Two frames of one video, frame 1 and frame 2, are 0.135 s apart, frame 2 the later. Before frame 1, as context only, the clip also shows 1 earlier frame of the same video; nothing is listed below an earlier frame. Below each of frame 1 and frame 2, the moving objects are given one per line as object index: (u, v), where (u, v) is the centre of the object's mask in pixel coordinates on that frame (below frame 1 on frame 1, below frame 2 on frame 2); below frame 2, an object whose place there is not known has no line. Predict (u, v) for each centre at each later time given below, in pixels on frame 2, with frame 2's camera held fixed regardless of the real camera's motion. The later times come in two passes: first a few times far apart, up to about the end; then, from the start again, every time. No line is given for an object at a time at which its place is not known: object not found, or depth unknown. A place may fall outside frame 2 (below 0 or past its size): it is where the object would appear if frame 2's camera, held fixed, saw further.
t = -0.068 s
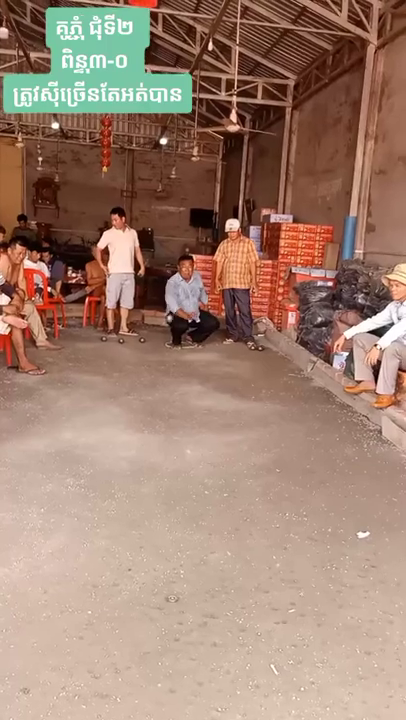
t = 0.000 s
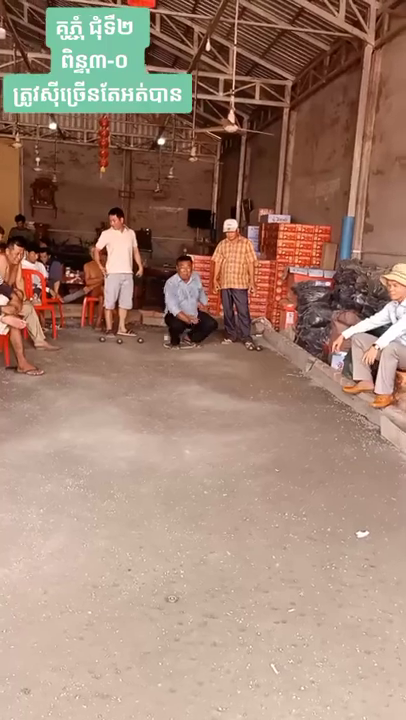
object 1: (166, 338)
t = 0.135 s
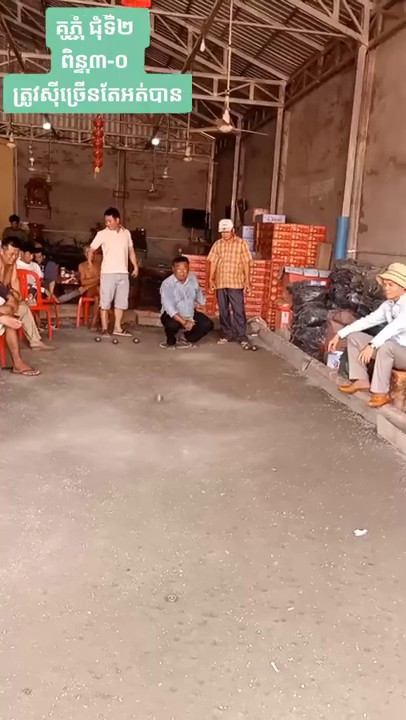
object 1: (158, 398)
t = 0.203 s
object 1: (160, 402)
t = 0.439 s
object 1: (172, 418)
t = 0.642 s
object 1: (182, 431)
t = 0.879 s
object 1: (194, 447)
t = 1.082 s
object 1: (205, 461)
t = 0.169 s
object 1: (159, 402)
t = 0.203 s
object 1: (160, 402)
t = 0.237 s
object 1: (162, 404)
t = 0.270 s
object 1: (163, 406)
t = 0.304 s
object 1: (164, 411)
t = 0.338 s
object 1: (166, 411)
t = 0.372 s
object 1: (167, 413)
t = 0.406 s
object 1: (170, 417)
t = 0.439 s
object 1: (172, 418)
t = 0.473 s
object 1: (173, 420)
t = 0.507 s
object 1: (175, 423)
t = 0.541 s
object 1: (176, 425)
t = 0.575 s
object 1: (178, 427)
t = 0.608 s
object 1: (180, 428)
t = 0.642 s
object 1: (182, 431)
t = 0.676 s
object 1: (184, 434)
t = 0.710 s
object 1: (185, 436)
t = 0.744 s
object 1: (187, 438)
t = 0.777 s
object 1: (189, 440)
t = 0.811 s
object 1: (191, 443)
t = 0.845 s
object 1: (192, 445)
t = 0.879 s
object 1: (194, 447)
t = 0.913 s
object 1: (195, 449)
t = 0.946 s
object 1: (197, 452)
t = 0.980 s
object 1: (199, 454)
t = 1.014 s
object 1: (201, 456)
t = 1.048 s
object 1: (203, 458)
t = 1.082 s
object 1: (205, 461)
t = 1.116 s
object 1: (207, 463)
